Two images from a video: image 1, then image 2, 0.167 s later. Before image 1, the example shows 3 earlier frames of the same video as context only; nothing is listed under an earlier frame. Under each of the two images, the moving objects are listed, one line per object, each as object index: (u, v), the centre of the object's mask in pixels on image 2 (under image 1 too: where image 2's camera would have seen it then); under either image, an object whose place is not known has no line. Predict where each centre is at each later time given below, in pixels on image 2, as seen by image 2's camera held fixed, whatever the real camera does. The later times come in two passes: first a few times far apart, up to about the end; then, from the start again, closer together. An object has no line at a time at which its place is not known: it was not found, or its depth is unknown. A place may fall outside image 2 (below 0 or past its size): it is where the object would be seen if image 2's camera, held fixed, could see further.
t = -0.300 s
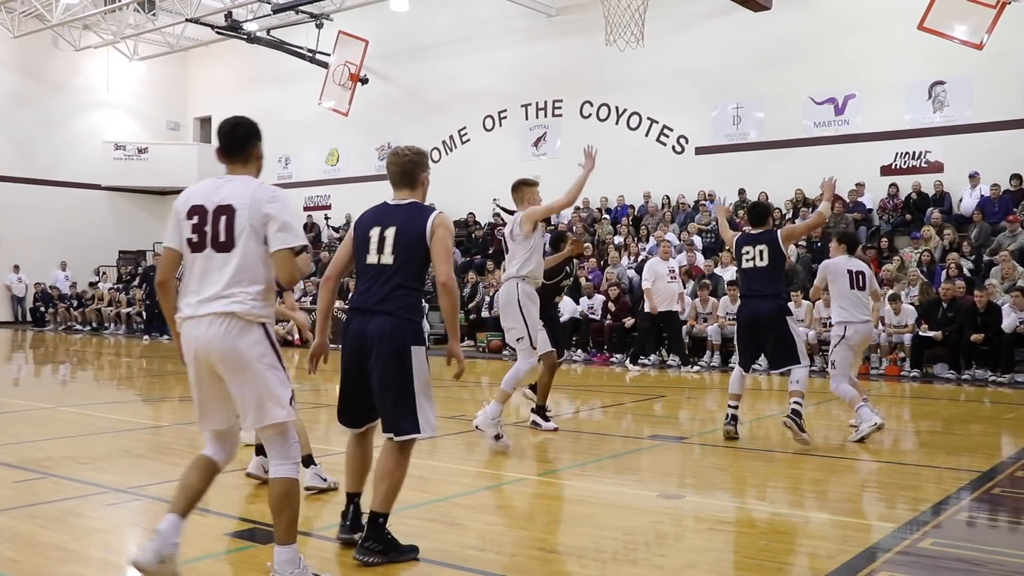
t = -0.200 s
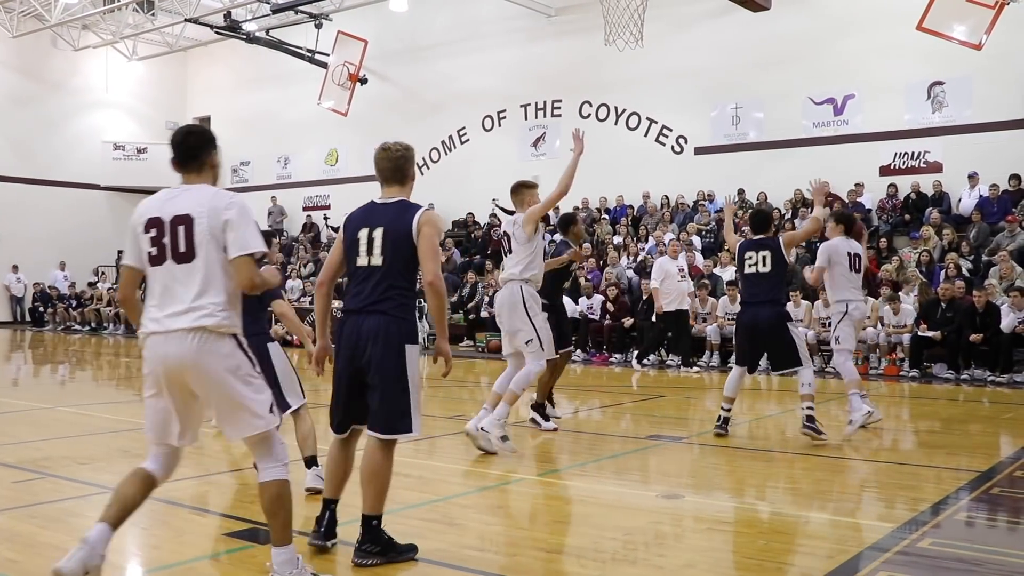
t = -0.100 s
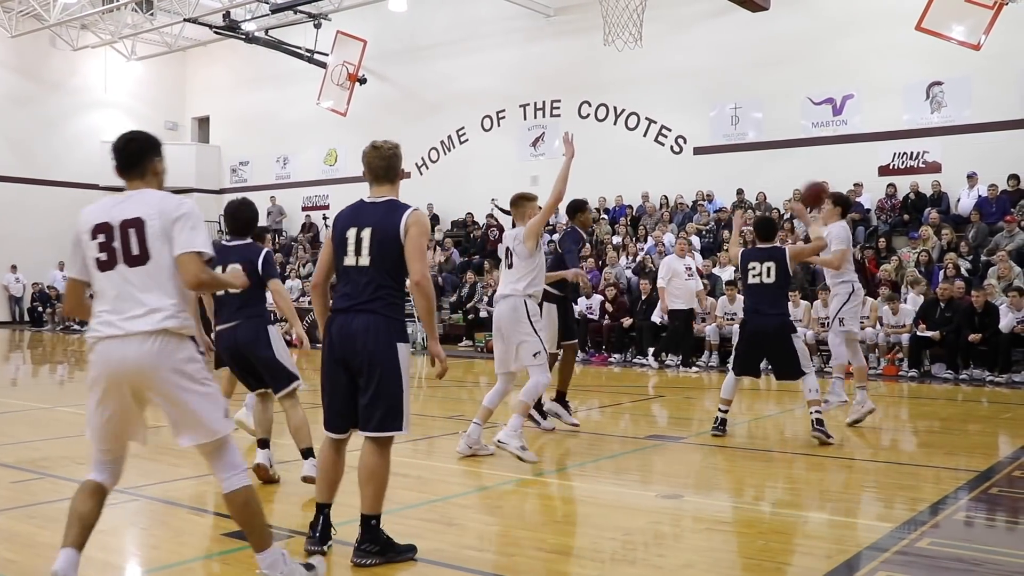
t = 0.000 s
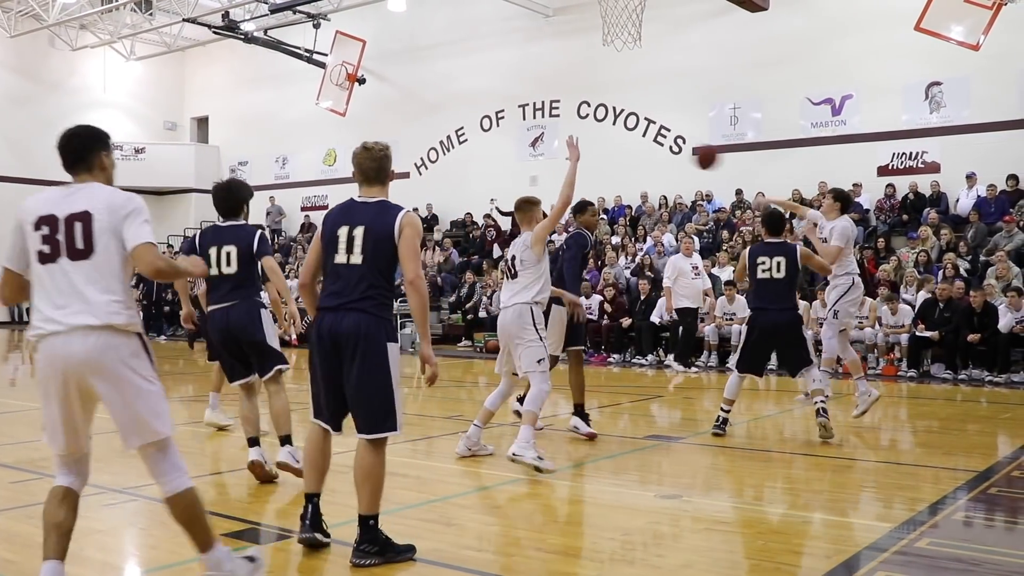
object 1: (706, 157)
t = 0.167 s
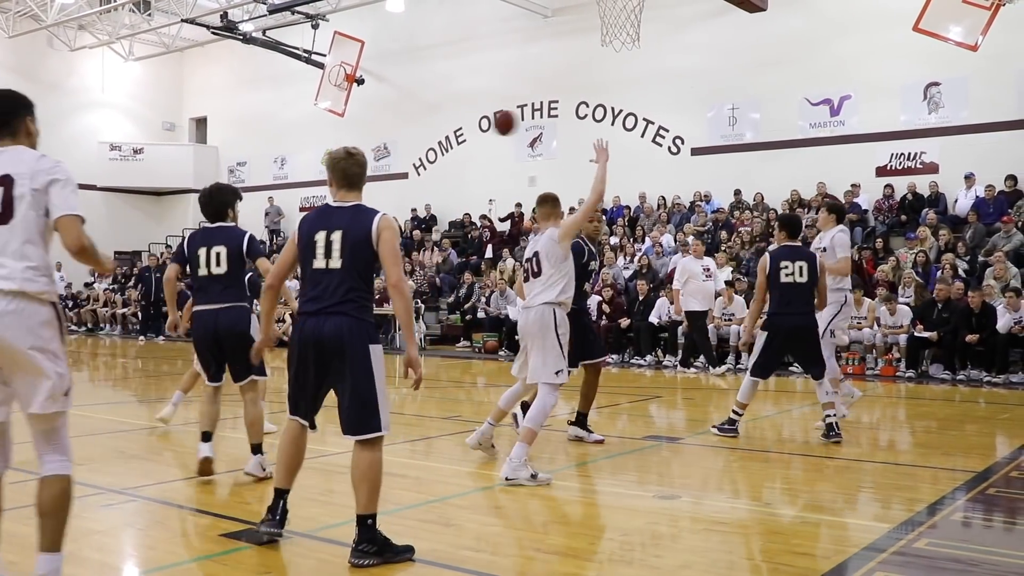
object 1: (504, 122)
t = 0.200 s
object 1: (466, 119)
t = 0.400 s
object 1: (245, 125)
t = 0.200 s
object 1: (466, 119)
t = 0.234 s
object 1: (427, 117)
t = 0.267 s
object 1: (389, 116)
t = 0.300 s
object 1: (352, 116)
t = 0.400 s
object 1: (245, 125)
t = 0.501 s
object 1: (148, 144)
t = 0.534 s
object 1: (116, 151)
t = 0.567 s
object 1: (86, 160)
